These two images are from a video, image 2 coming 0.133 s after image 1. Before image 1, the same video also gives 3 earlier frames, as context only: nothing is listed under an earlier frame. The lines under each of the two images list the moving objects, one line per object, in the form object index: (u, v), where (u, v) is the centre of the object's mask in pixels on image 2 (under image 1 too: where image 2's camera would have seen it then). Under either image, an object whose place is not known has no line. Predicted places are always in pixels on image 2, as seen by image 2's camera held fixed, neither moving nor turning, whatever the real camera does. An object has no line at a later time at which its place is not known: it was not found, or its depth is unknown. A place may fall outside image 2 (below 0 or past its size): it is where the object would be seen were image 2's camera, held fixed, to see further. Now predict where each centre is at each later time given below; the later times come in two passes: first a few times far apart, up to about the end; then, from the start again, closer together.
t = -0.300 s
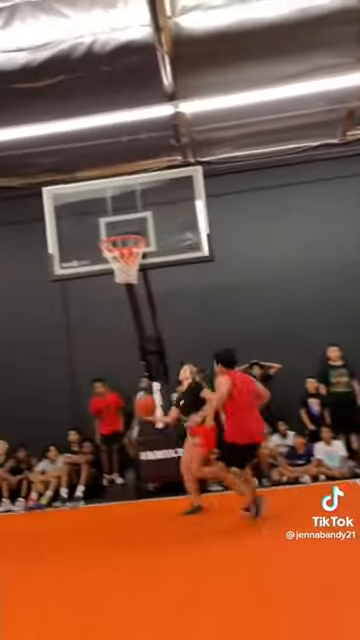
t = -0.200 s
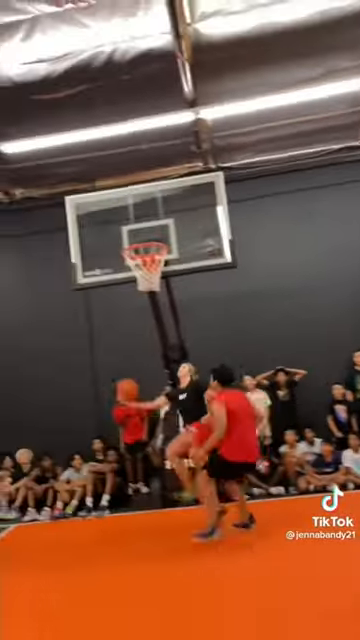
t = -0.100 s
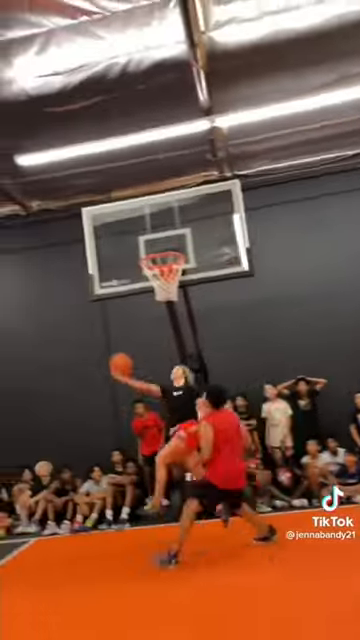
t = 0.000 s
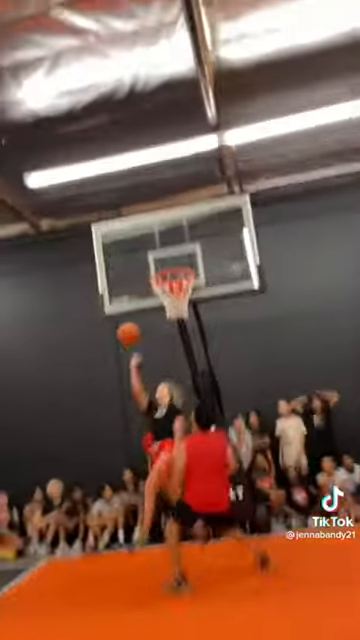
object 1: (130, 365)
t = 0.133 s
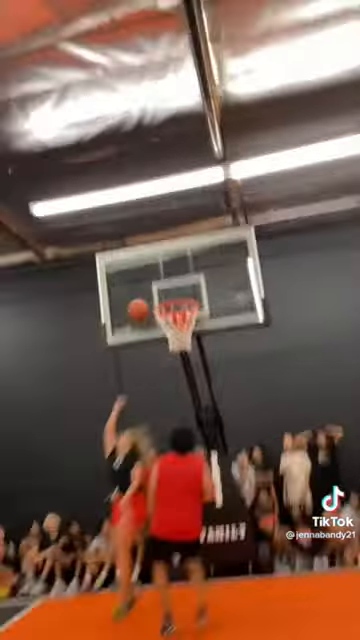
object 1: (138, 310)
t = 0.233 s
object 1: (144, 291)
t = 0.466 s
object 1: (161, 290)
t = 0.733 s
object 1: (187, 344)
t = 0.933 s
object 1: (197, 384)
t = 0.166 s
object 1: (140, 300)
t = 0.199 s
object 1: (142, 295)
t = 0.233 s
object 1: (144, 291)
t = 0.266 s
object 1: (146, 288)
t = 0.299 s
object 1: (148, 287)
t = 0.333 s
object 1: (149, 287)
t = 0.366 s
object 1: (152, 286)
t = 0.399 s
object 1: (154, 286)
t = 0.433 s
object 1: (156, 288)
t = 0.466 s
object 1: (161, 290)
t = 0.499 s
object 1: (164, 293)
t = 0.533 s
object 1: (167, 295)
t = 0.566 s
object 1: (170, 299)
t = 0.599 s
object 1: (177, 314)
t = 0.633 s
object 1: (179, 318)
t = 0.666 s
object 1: (181, 321)
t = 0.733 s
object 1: (187, 344)
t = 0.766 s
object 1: (188, 345)
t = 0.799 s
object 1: (189, 349)
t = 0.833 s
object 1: (191, 357)
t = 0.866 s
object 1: (193, 365)
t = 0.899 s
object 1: (195, 374)
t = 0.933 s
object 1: (197, 384)
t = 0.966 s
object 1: (200, 395)
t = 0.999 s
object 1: (201, 408)
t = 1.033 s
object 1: (203, 421)
